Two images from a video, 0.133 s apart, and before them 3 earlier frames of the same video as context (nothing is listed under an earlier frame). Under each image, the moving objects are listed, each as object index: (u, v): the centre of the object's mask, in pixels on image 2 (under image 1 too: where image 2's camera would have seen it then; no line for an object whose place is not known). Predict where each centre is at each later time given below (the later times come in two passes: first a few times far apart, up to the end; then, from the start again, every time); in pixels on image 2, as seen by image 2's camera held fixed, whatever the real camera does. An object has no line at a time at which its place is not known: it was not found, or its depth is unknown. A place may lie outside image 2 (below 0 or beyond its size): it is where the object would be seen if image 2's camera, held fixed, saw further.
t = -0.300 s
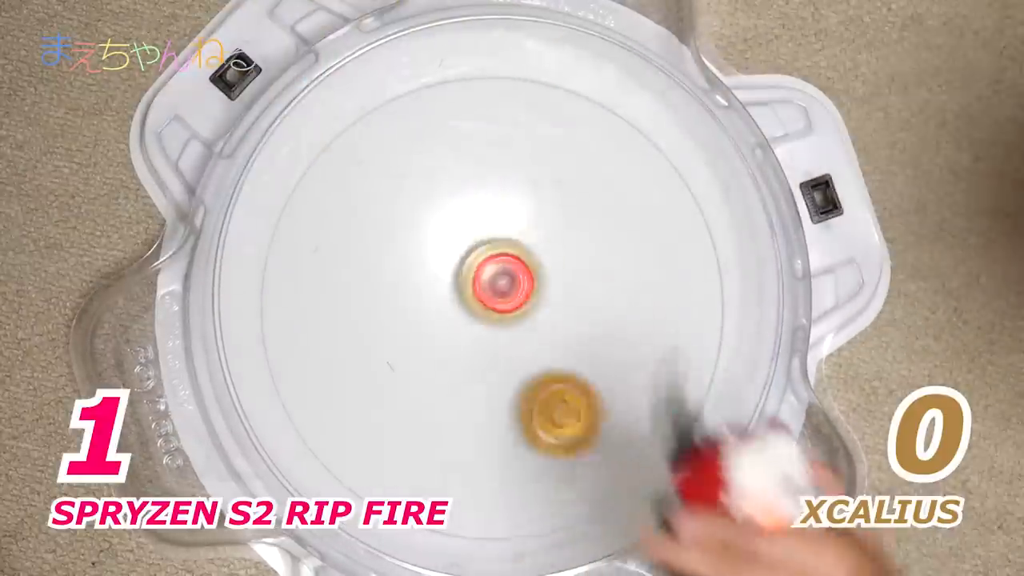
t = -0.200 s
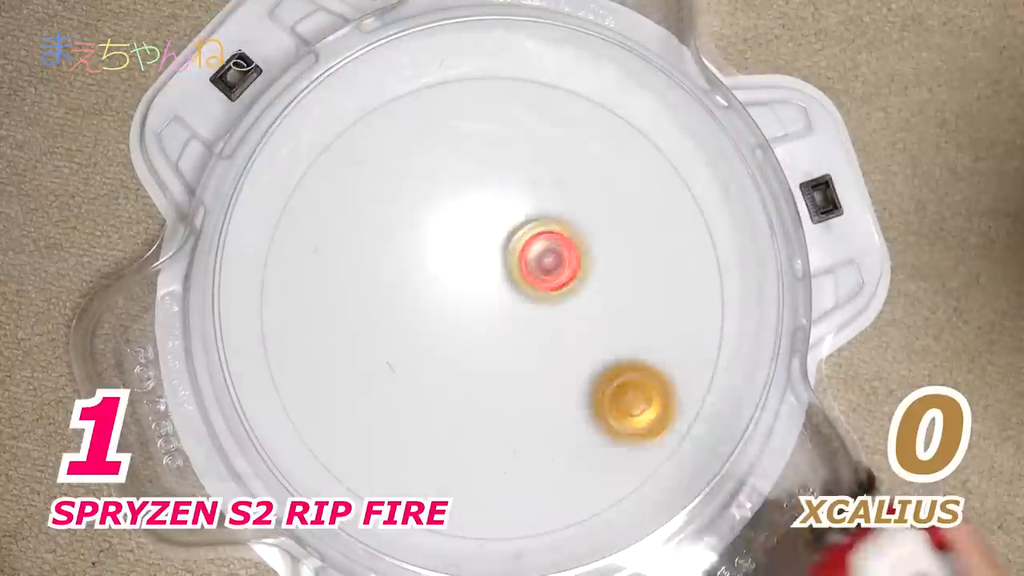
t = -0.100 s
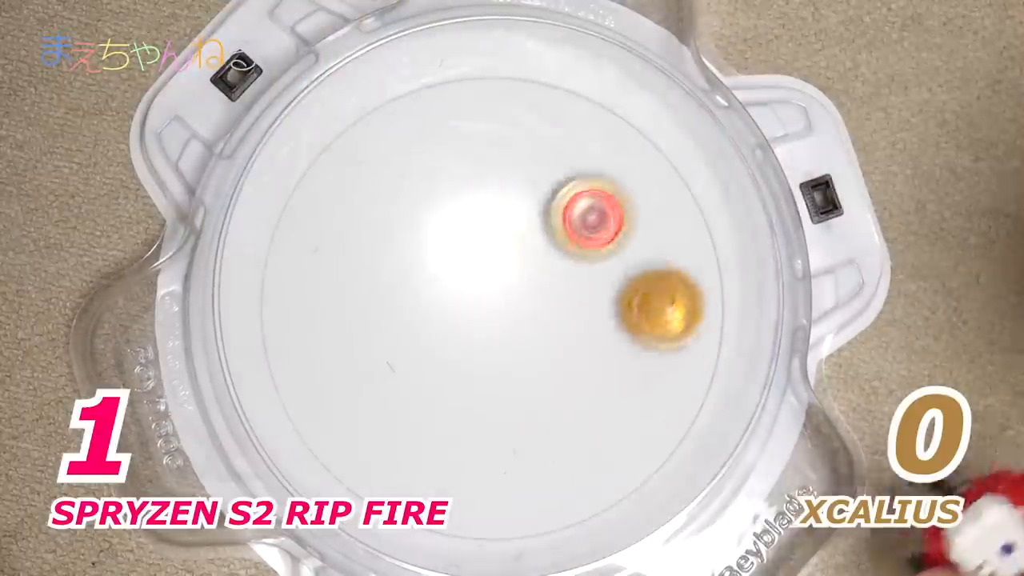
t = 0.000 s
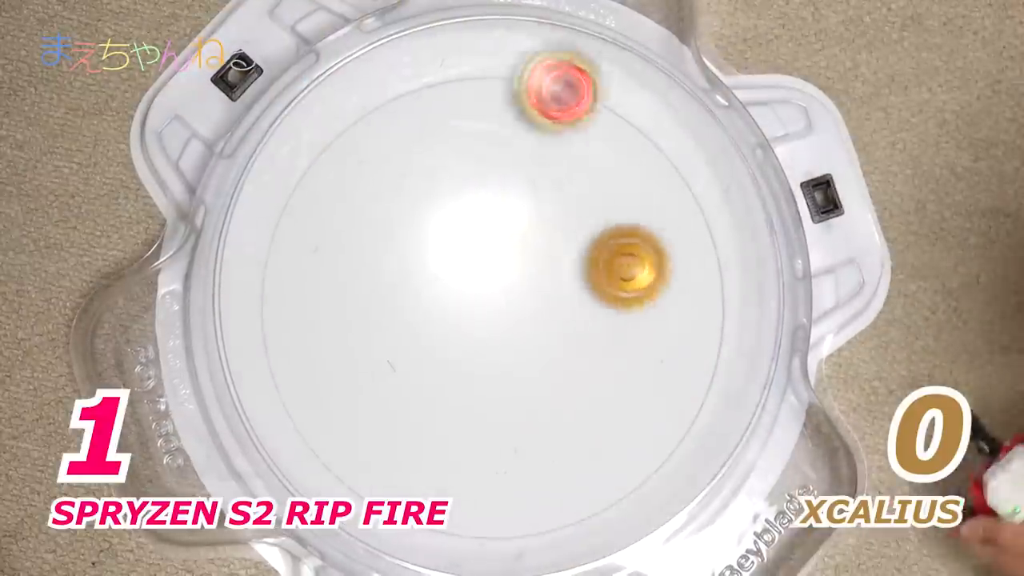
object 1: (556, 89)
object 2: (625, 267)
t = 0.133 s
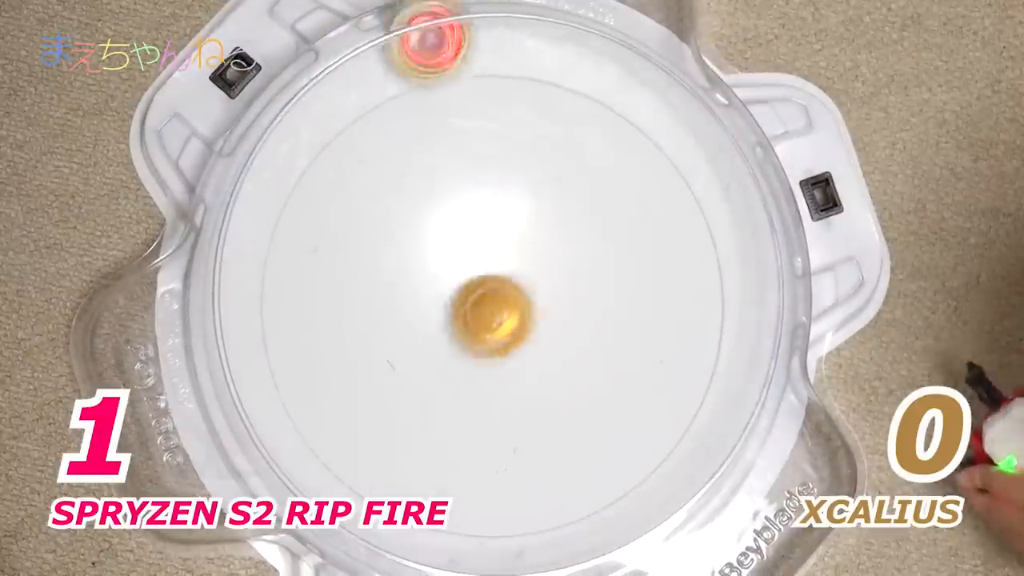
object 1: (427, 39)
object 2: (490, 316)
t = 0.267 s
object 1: (386, 158)
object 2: (438, 457)
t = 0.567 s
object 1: (540, 334)
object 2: (645, 361)
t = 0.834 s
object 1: (452, 226)
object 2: (545, 218)
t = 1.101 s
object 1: (256, 306)
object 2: (619, 455)
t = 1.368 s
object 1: (412, 450)
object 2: (599, 310)
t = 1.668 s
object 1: (661, 194)
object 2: (434, 462)
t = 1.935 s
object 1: (421, 61)
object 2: (583, 403)
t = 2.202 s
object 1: (387, 360)
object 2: (384, 240)
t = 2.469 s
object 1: (689, 408)
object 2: (352, 437)
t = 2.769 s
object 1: (593, 128)
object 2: (557, 274)
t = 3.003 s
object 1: (329, 270)
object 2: (462, 102)
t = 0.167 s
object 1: (413, 69)
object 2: (462, 346)
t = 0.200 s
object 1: (403, 99)
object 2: (444, 382)
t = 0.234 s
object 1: (392, 129)
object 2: (436, 420)
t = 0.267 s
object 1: (386, 158)
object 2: (438, 457)
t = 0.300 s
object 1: (386, 188)
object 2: (459, 493)
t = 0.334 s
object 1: (391, 217)
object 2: (484, 522)
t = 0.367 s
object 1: (401, 244)
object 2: (518, 499)
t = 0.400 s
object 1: (417, 267)
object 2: (556, 478)
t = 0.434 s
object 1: (438, 289)
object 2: (587, 459)
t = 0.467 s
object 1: (462, 308)
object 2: (610, 440)
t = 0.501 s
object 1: (492, 324)
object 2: (626, 417)
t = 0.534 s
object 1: (523, 336)
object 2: (633, 386)
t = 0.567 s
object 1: (540, 334)
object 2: (645, 361)
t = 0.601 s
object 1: (524, 313)
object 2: (675, 351)
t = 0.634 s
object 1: (508, 290)
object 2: (693, 334)
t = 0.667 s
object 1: (491, 269)
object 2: (697, 311)
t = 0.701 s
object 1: (477, 252)
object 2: (689, 285)
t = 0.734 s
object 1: (467, 240)
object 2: (667, 258)
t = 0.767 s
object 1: (458, 230)
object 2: (635, 236)
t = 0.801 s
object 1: (454, 225)
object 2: (592, 220)
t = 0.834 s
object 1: (452, 226)
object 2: (545, 218)
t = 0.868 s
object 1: (398, 214)
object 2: (543, 244)
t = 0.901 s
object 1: (352, 209)
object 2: (540, 279)
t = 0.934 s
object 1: (314, 211)
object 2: (538, 318)
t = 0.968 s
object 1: (283, 221)
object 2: (542, 355)
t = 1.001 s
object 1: (270, 245)
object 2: (553, 388)
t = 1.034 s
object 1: (262, 265)
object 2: (570, 417)
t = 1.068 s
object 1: (257, 286)
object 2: (592, 440)
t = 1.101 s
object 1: (256, 306)
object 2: (619, 455)
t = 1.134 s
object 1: (259, 324)
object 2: (646, 460)
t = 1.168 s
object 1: (265, 343)
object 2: (651, 428)
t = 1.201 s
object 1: (275, 364)
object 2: (656, 397)
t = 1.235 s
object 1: (291, 385)
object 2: (657, 372)
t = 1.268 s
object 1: (315, 405)
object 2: (655, 351)
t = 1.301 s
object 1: (341, 423)
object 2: (645, 333)
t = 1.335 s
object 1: (374, 440)
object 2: (626, 318)
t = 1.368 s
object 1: (412, 450)
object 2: (599, 310)
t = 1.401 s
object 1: (453, 453)
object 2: (570, 309)
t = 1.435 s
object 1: (495, 446)
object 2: (538, 315)
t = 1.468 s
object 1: (539, 429)
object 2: (507, 328)
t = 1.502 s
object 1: (579, 402)
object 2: (481, 345)
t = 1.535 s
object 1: (613, 367)
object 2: (460, 365)
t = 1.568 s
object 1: (638, 327)
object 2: (445, 387)
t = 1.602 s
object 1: (656, 284)
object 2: (434, 412)
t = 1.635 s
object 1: (663, 239)
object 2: (430, 439)
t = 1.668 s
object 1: (661, 194)
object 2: (434, 462)
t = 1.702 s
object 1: (651, 153)
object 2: (450, 484)
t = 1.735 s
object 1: (625, 120)
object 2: (470, 507)
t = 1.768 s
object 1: (592, 94)
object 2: (490, 519)
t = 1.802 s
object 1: (553, 69)
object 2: (521, 510)
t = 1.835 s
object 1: (514, 53)
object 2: (551, 492)
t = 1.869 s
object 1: (477, 36)
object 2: (572, 466)
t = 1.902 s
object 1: (440, 33)
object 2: (581, 436)
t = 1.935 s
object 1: (421, 61)
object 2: (583, 403)
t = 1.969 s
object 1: (403, 91)
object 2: (577, 368)
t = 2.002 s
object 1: (387, 122)
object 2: (562, 334)
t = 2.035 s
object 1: (373, 157)
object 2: (541, 307)
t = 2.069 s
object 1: (361, 196)
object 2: (516, 282)
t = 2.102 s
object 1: (356, 238)
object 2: (488, 264)
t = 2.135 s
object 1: (357, 276)
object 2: (454, 250)
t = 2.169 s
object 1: (367, 319)
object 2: (418, 243)
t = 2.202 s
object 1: (387, 360)
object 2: (384, 240)
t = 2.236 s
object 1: (417, 398)
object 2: (343, 248)
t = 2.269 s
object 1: (453, 429)
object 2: (312, 264)
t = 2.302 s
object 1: (494, 452)
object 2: (289, 285)
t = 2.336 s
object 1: (538, 464)
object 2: (274, 315)
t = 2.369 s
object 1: (582, 467)
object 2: (288, 359)
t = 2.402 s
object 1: (624, 458)
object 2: (301, 391)
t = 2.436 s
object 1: (663, 441)
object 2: (321, 419)
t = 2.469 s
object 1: (689, 408)
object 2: (352, 437)
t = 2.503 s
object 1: (703, 369)
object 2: (383, 443)
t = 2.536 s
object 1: (705, 326)
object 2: (420, 444)
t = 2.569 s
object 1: (704, 284)
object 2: (453, 431)
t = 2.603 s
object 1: (698, 246)
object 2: (481, 412)
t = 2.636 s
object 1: (687, 212)
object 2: (509, 389)
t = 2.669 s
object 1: (672, 185)
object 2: (528, 361)
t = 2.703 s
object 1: (652, 162)
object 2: (543, 334)
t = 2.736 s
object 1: (626, 143)
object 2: (554, 303)
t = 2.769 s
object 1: (593, 128)
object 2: (557, 274)
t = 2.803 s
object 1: (551, 119)
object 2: (558, 243)
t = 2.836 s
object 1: (505, 119)
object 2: (552, 212)
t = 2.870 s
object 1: (461, 132)
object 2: (544, 182)
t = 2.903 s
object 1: (417, 153)
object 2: (527, 154)
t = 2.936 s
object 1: (378, 186)
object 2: (511, 133)
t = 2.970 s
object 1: (350, 226)
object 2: (487, 112)
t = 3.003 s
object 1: (329, 270)
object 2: (462, 102)
